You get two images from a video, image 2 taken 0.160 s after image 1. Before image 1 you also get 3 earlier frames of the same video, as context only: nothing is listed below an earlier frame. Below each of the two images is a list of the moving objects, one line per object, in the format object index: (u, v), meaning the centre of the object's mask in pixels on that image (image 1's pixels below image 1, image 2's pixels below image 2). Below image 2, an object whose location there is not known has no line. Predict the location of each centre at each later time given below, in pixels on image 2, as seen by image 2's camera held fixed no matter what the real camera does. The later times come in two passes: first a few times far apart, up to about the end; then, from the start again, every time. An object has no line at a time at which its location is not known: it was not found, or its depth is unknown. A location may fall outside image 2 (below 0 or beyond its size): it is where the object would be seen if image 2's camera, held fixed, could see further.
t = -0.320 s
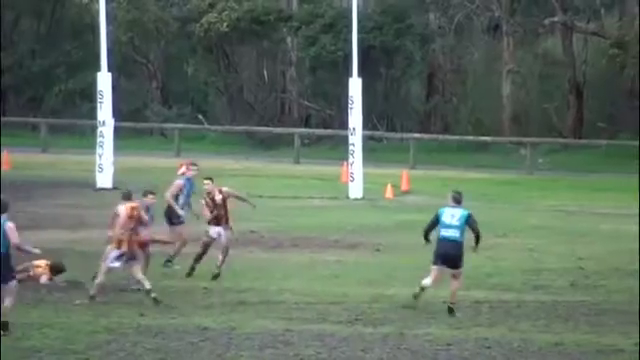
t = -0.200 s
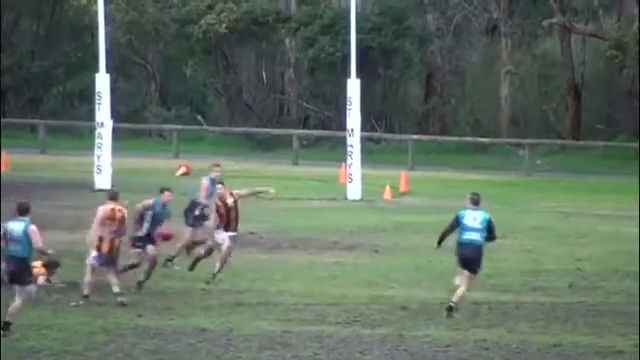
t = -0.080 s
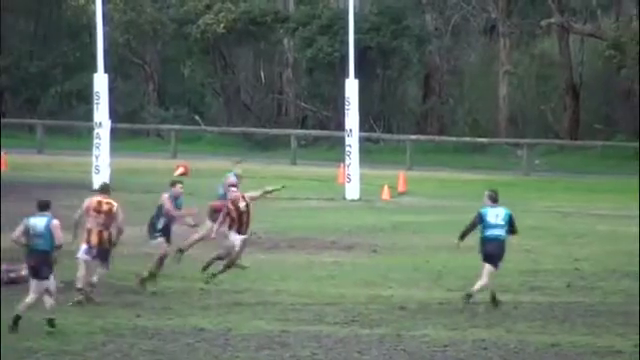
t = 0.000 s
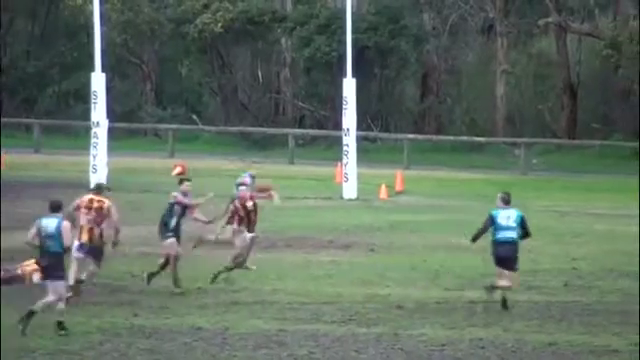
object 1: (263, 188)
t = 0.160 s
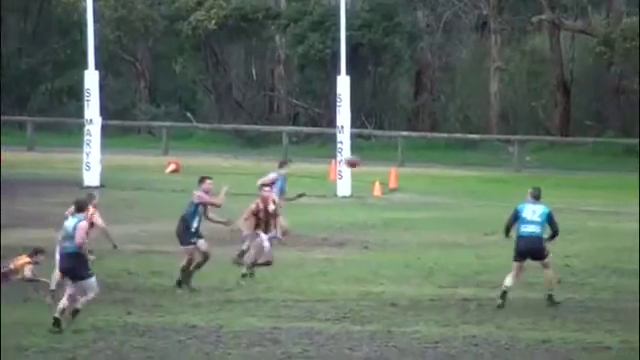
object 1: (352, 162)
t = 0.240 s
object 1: (397, 156)
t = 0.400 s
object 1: (491, 162)
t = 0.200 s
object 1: (374, 158)
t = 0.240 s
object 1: (397, 156)
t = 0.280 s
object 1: (422, 155)
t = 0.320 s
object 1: (447, 157)
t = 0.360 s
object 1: (469, 159)
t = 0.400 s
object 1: (491, 162)
